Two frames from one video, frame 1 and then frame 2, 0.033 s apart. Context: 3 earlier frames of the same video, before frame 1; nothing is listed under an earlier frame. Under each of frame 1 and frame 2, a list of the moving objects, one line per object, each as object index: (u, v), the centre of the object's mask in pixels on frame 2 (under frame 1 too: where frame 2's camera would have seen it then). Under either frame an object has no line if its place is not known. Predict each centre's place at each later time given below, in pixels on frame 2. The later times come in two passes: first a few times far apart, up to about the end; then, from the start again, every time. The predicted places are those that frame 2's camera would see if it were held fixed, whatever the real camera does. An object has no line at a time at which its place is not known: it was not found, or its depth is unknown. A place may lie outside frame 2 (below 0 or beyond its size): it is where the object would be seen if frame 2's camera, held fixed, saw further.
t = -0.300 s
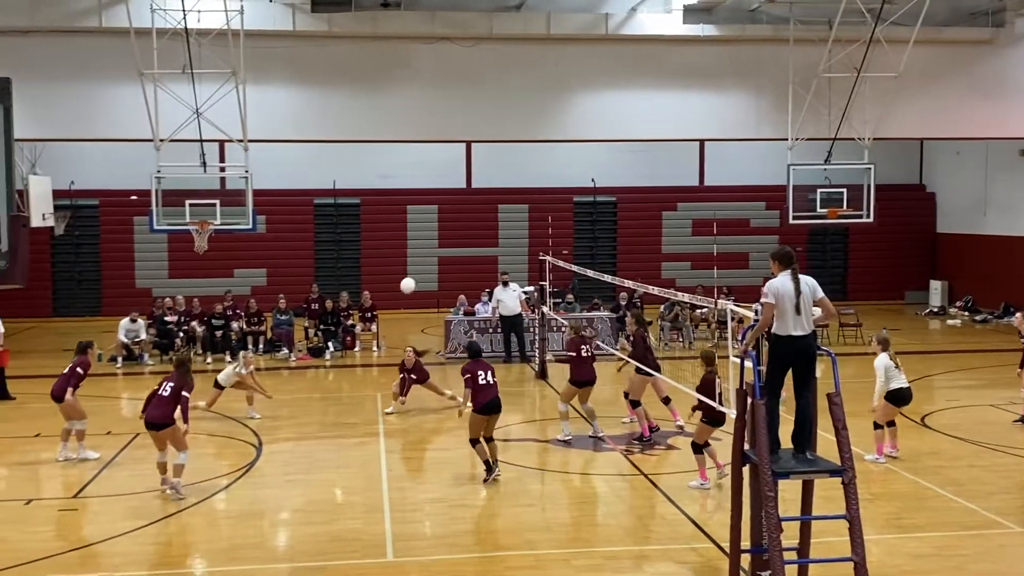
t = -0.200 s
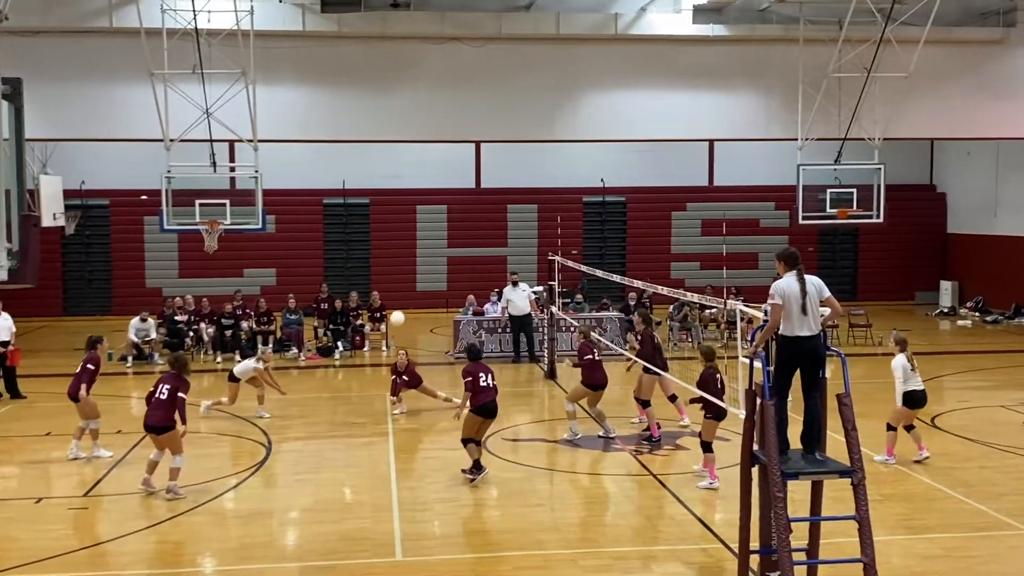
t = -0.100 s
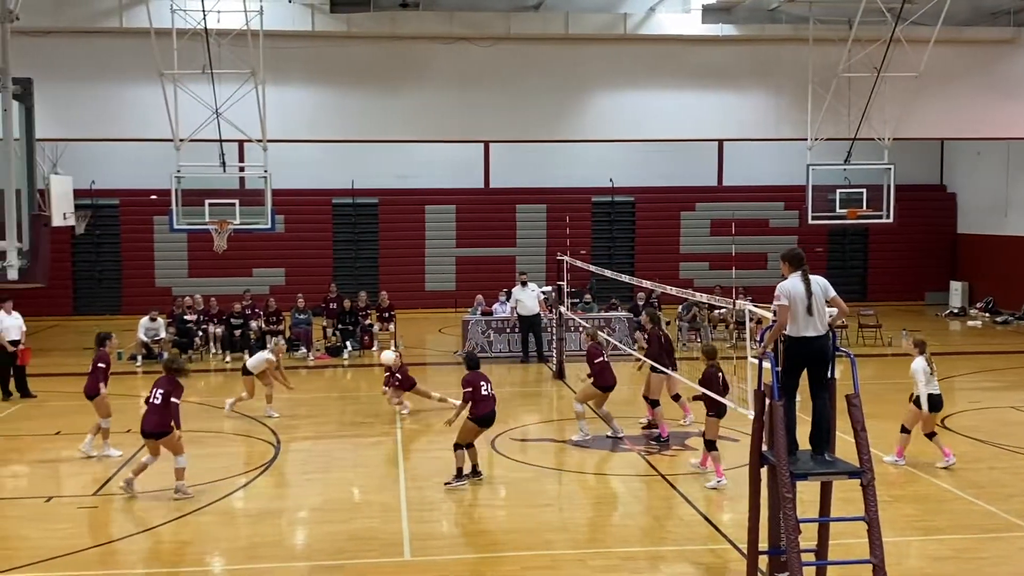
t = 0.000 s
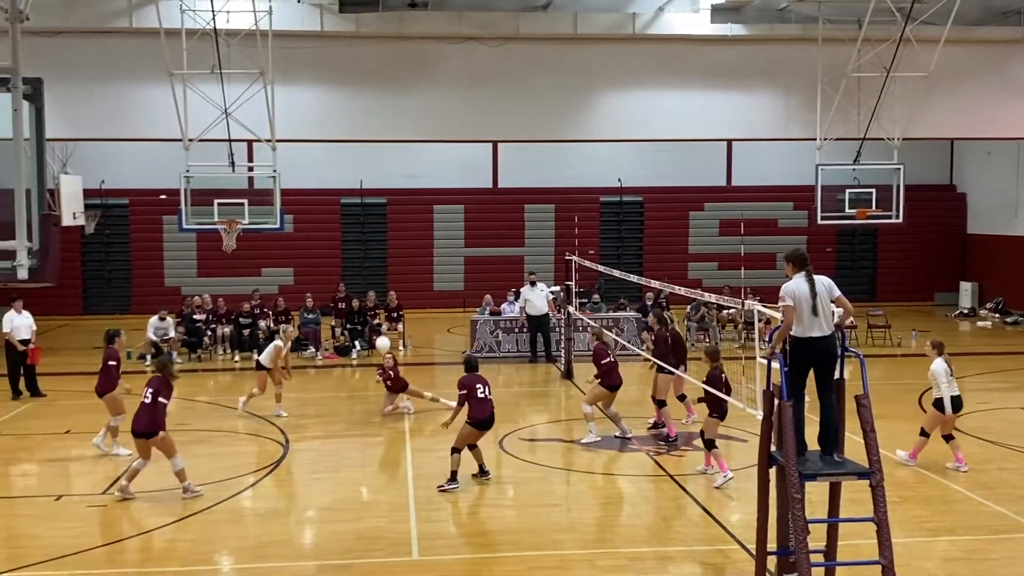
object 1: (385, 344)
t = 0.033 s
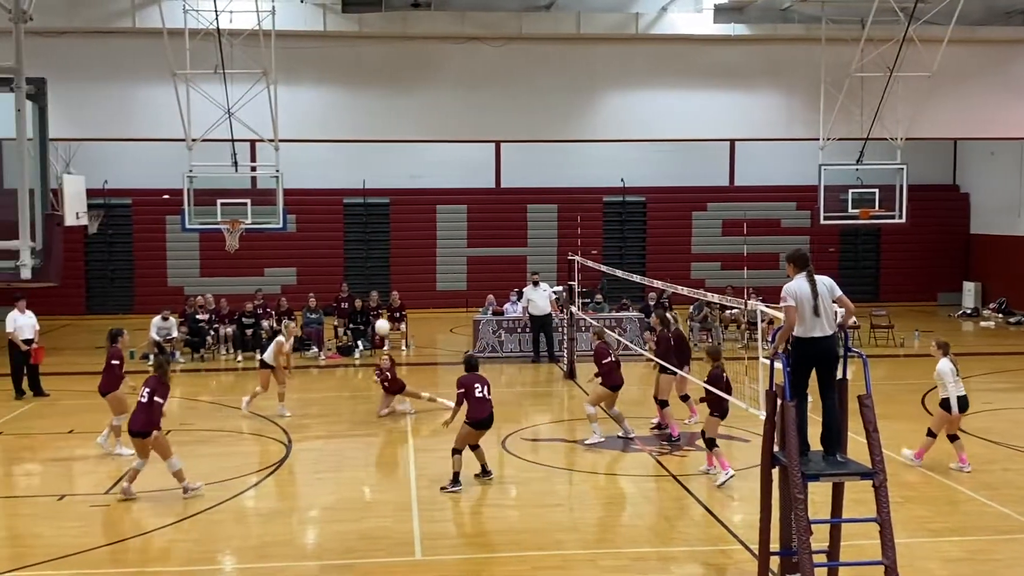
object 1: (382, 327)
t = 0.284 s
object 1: (359, 221)
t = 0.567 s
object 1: (332, 149)
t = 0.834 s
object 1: (308, 133)
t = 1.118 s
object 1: (282, 174)
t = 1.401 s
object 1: (256, 281)
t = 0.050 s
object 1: (381, 319)
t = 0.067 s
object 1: (379, 311)
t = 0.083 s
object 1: (378, 303)
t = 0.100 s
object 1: (376, 296)
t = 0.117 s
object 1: (375, 287)
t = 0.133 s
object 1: (373, 280)
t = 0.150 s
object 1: (371, 273)
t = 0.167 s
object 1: (370, 265)
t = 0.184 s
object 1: (368, 258)
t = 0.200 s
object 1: (367, 252)
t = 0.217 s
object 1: (365, 245)
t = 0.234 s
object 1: (364, 239)
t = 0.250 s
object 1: (362, 232)
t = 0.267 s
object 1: (361, 226)
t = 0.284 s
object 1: (359, 221)
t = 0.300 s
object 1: (357, 215)
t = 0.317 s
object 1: (356, 209)
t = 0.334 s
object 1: (354, 204)
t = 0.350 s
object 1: (352, 199)
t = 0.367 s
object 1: (351, 194)
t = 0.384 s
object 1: (349, 189)
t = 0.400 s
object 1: (348, 185)
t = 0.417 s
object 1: (346, 179)
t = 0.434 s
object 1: (345, 176)
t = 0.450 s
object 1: (343, 171)
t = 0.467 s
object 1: (341, 167)
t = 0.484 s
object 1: (339, 164)
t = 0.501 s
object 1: (338, 160)
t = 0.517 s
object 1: (336, 157)
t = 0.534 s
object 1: (335, 155)
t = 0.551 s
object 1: (334, 152)
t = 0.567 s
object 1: (332, 149)
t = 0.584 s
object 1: (331, 146)
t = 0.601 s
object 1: (329, 144)
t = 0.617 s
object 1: (327, 142)
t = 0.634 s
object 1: (326, 140)
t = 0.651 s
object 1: (325, 139)
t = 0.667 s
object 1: (323, 137)
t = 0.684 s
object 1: (322, 136)
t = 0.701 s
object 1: (318, 134)
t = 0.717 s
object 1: (318, 133)
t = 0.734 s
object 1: (317, 133)
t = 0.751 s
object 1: (316, 132)
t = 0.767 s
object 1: (313, 132)
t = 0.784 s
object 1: (312, 132)
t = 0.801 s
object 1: (311, 132)
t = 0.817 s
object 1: (309, 132)
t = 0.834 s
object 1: (308, 133)
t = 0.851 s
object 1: (306, 134)
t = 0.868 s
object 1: (305, 135)
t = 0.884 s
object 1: (303, 135)
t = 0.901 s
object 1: (302, 136)
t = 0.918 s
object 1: (300, 138)
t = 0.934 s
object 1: (298, 140)
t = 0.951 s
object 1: (297, 142)
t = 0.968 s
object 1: (295, 145)
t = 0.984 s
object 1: (294, 146)
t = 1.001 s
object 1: (292, 150)
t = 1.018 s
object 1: (291, 153)
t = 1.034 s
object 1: (289, 155)
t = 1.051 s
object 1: (288, 159)
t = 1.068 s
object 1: (287, 163)
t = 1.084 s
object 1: (285, 165)
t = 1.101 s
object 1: (284, 170)
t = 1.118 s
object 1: (282, 174)
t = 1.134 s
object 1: (280, 179)
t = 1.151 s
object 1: (278, 184)
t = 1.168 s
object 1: (277, 189)
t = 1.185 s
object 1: (276, 194)
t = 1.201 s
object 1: (274, 199)
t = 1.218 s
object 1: (273, 205)
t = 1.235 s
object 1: (271, 210)
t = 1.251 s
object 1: (269, 216)
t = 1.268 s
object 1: (268, 223)
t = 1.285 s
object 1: (266, 230)
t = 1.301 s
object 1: (265, 237)
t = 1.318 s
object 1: (264, 243)
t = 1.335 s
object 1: (262, 250)
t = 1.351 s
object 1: (261, 257)
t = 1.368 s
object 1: (259, 265)
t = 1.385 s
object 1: (258, 272)
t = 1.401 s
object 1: (256, 281)
